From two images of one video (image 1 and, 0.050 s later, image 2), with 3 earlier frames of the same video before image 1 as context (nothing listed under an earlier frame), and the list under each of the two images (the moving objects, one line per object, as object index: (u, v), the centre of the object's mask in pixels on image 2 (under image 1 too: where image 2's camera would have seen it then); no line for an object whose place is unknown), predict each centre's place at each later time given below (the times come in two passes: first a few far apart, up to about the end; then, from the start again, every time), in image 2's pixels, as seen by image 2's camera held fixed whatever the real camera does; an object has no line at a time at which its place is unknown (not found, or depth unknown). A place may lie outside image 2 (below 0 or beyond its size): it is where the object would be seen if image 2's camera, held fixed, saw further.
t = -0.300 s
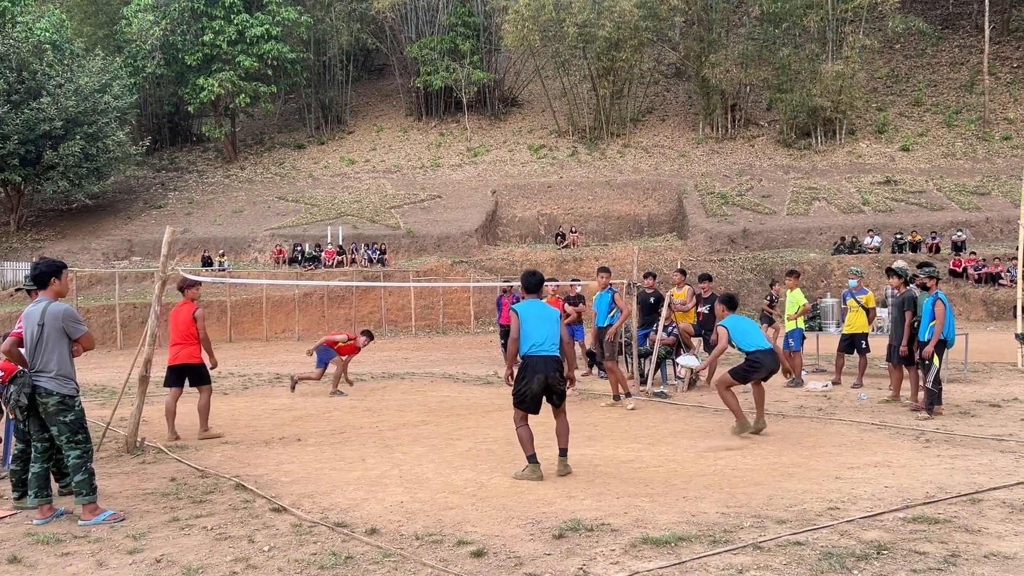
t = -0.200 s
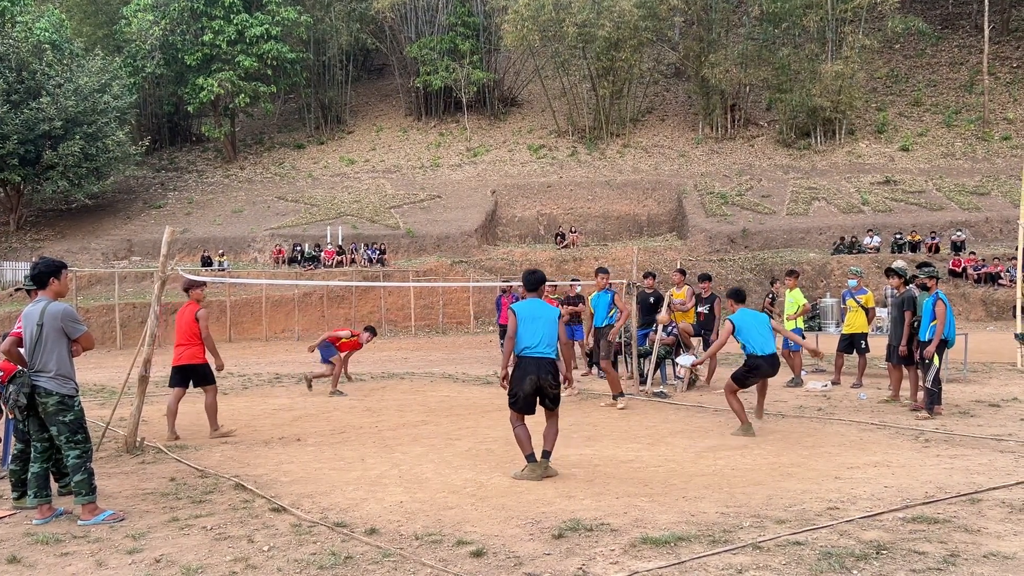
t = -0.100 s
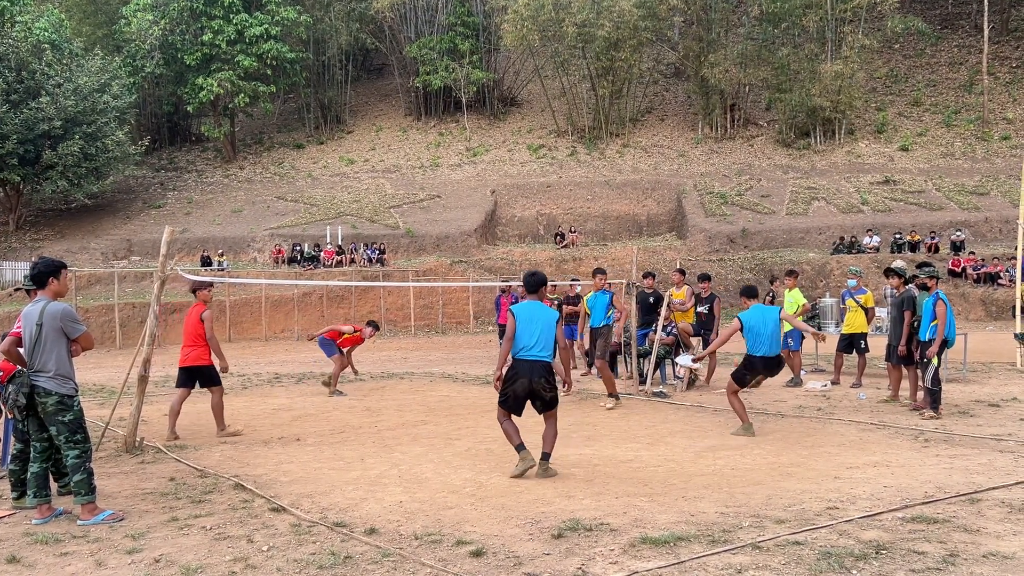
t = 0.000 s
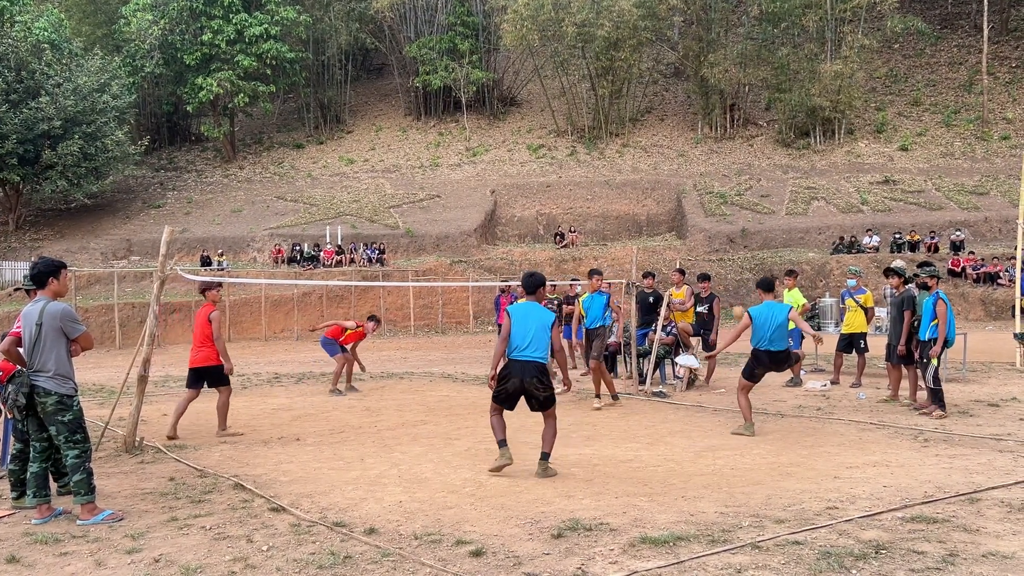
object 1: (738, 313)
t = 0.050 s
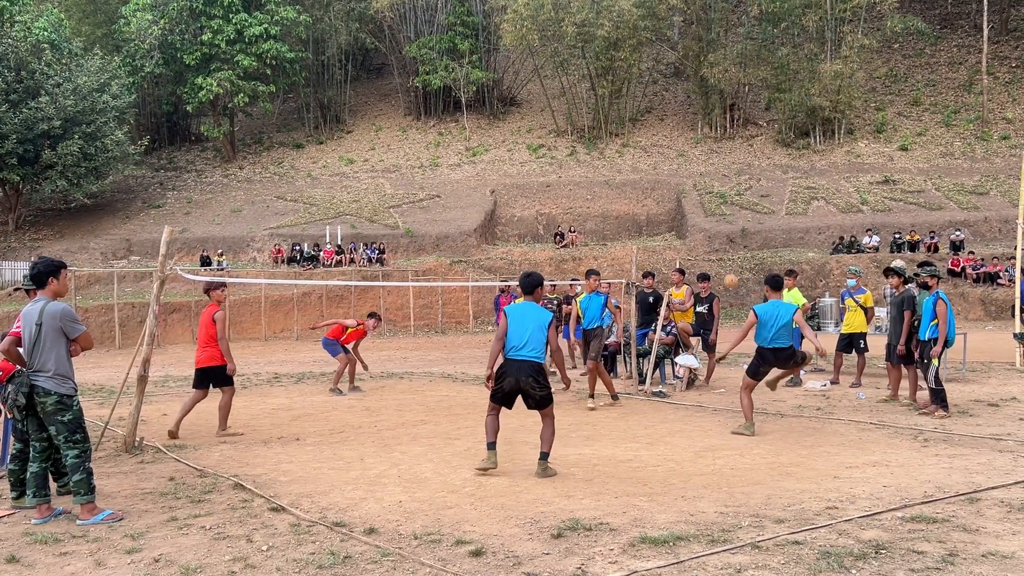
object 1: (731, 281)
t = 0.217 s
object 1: (706, 192)
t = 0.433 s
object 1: (675, 115)
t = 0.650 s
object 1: (645, 82)
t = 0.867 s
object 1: (614, 95)
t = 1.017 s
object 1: (592, 131)
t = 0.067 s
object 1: (728, 271)
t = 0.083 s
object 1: (725, 260)
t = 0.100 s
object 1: (723, 251)
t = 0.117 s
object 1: (720, 242)
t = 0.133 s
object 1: (718, 233)
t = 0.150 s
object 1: (715, 225)
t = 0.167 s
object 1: (713, 216)
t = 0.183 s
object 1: (711, 208)
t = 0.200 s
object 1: (707, 200)
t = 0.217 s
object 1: (706, 192)
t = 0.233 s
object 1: (703, 185)
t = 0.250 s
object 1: (701, 177)
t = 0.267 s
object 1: (698, 172)
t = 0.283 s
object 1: (696, 164)
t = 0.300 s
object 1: (694, 157)
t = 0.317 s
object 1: (692, 151)
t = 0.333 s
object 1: (689, 145)
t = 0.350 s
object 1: (688, 139)
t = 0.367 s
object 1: (685, 135)
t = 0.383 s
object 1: (682, 129)
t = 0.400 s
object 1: (680, 123)
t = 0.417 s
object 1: (677, 120)
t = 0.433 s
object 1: (675, 115)
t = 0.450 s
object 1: (673, 111)
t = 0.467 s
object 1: (670, 107)
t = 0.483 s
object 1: (669, 104)
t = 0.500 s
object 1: (666, 100)
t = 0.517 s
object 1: (664, 97)
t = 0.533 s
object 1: (661, 95)
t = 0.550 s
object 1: (659, 92)
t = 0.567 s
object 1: (656, 89)
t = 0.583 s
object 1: (654, 88)
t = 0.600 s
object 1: (652, 86)
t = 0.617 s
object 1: (650, 84)
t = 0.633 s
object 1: (648, 83)
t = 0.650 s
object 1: (645, 82)
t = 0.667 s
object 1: (643, 82)
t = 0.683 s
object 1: (641, 81)
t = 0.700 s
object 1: (639, 81)
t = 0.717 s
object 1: (636, 81)
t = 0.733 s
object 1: (633, 81)
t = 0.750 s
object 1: (631, 82)
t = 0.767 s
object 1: (629, 83)
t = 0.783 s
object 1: (626, 84)
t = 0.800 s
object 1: (624, 86)
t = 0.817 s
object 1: (621, 88)
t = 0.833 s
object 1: (619, 90)
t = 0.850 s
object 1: (617, 92)
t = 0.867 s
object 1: (614, 95)
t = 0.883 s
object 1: (612, 98)
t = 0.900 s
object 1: (609, 101)
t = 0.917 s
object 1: (607, 104)
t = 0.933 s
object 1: (605, 107)
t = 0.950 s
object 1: (602, 113)
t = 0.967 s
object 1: (600, 116)
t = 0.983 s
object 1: (597, 121)
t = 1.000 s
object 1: (595, 126)
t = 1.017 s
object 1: (592, 131)
